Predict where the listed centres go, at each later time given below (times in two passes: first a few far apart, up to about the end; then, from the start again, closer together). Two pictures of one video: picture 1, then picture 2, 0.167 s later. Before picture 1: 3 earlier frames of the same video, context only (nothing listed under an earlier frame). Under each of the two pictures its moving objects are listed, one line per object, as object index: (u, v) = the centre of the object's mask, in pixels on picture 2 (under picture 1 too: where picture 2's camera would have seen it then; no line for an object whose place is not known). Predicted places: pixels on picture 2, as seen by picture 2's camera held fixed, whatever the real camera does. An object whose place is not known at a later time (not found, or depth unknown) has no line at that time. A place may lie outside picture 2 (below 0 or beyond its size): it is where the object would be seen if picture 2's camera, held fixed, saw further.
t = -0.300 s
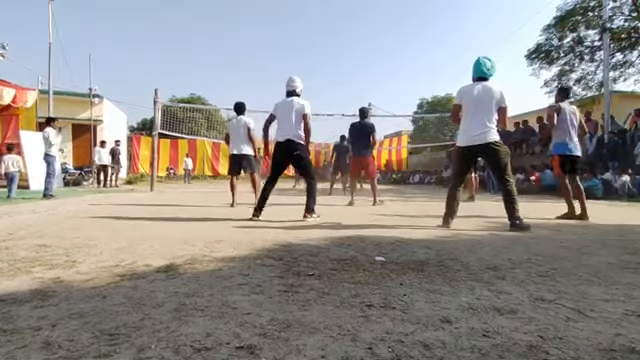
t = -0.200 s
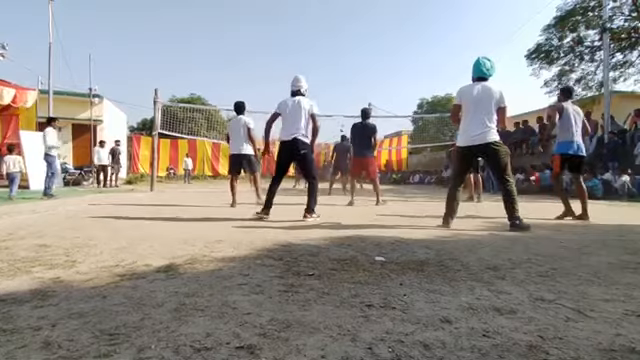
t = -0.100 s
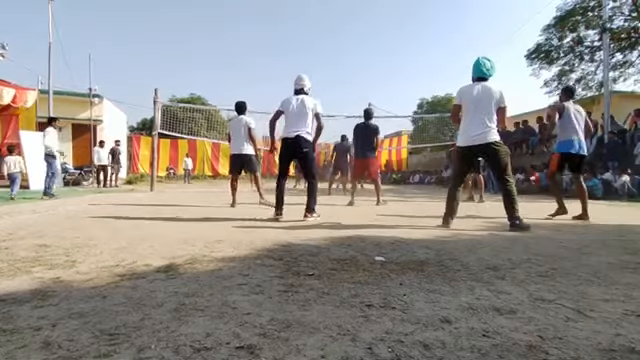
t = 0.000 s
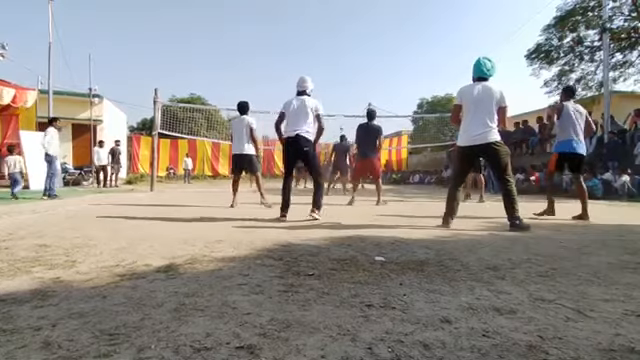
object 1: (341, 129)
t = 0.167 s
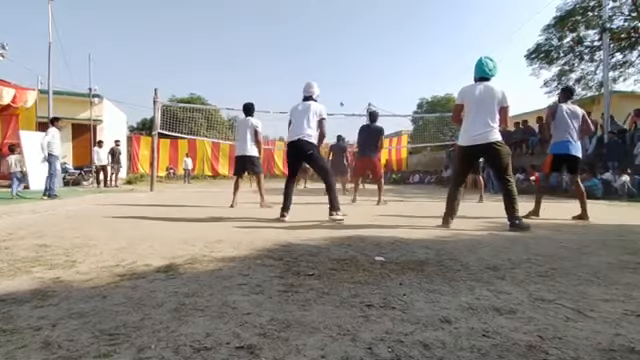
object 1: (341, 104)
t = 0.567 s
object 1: (343, 60)
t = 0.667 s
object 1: (343, 55)
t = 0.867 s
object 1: (344, 54)
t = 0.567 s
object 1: (343, 60)
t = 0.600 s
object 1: (343, 58)
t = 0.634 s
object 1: (343, 56)
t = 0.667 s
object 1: (343, 55)
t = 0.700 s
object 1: (343, 53)
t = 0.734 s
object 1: (343, 53)
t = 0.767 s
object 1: (343, 52)
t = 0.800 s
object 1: (343, 52)
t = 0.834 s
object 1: (344, 53)
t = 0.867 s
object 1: (344, 54)
